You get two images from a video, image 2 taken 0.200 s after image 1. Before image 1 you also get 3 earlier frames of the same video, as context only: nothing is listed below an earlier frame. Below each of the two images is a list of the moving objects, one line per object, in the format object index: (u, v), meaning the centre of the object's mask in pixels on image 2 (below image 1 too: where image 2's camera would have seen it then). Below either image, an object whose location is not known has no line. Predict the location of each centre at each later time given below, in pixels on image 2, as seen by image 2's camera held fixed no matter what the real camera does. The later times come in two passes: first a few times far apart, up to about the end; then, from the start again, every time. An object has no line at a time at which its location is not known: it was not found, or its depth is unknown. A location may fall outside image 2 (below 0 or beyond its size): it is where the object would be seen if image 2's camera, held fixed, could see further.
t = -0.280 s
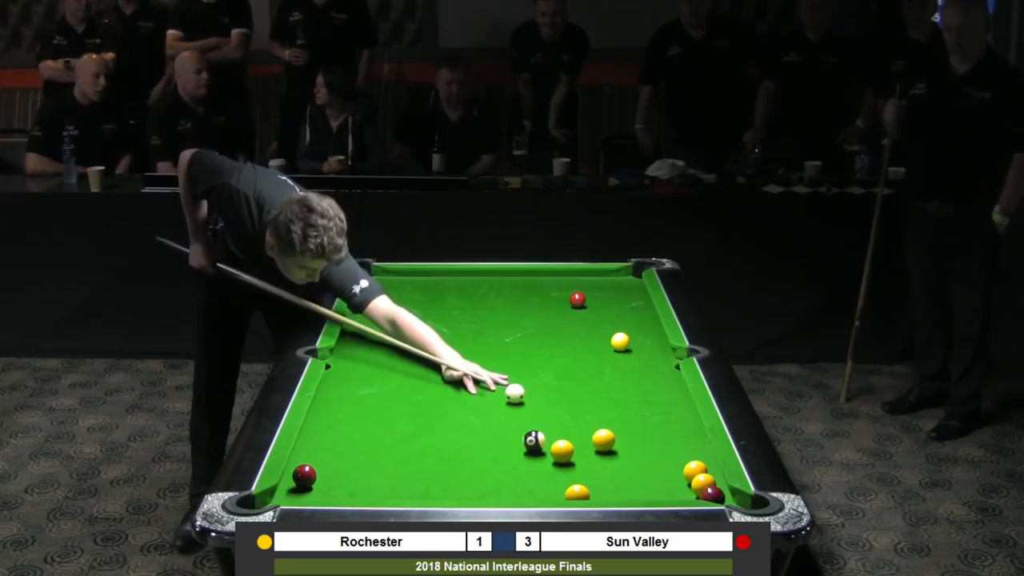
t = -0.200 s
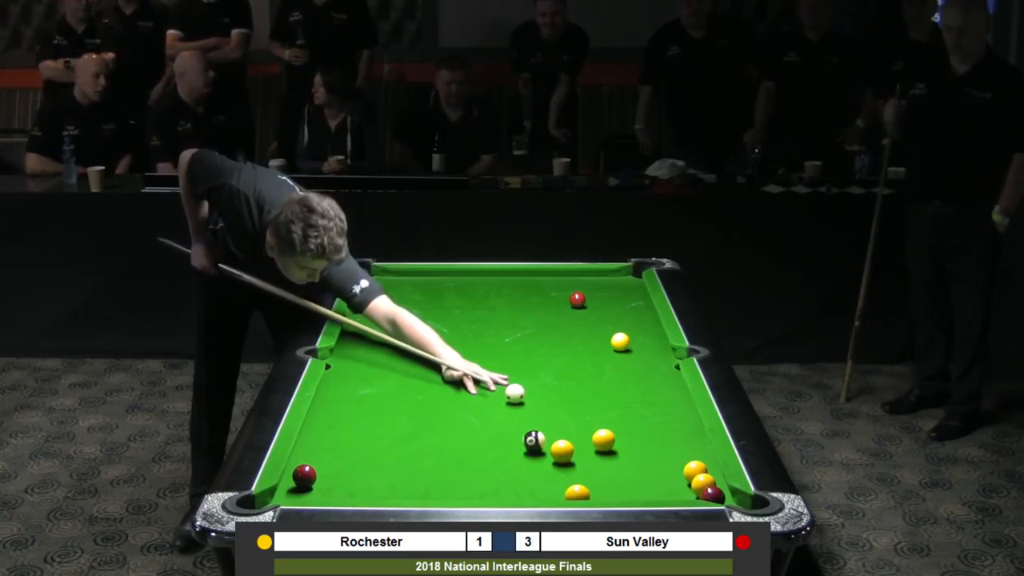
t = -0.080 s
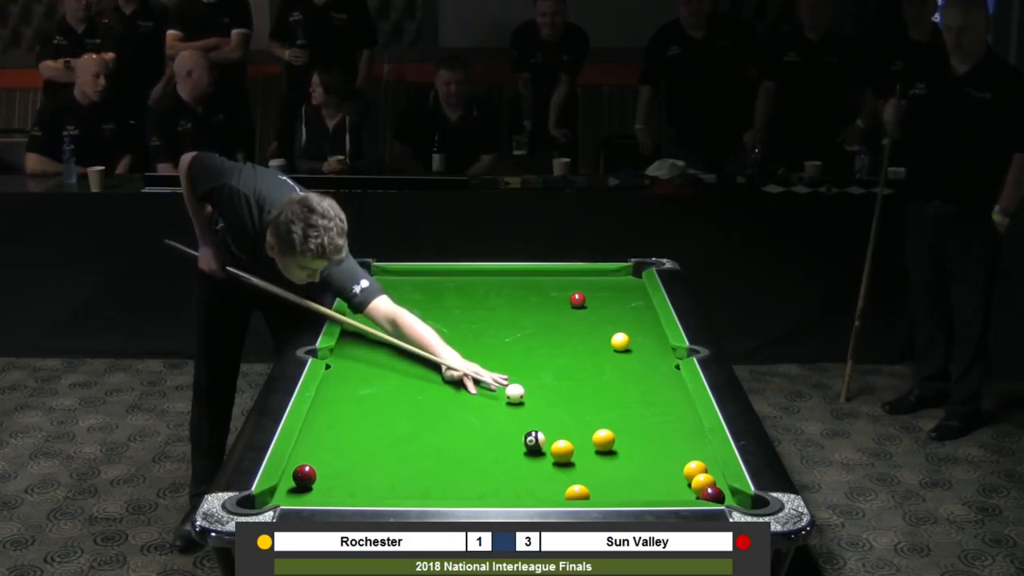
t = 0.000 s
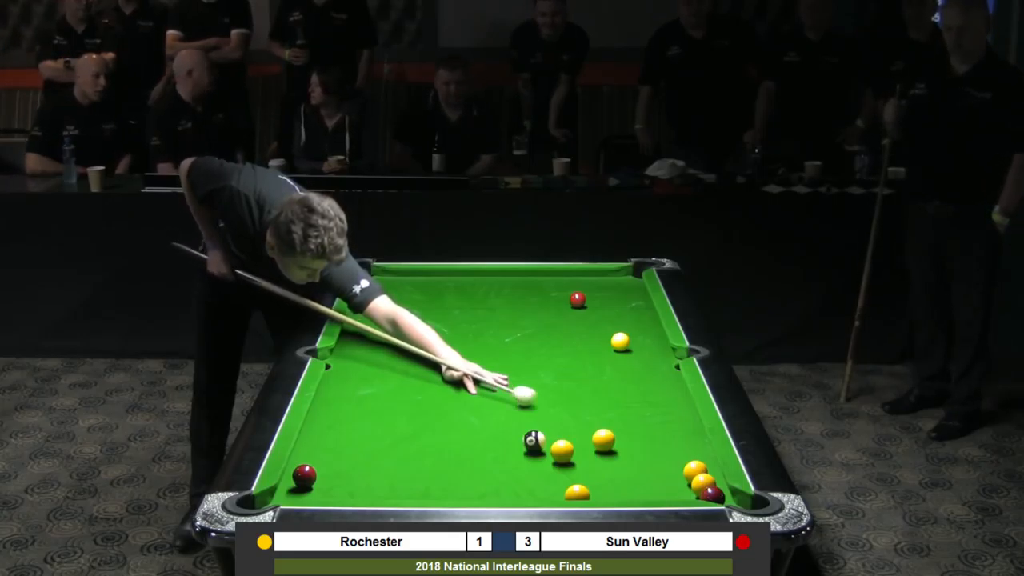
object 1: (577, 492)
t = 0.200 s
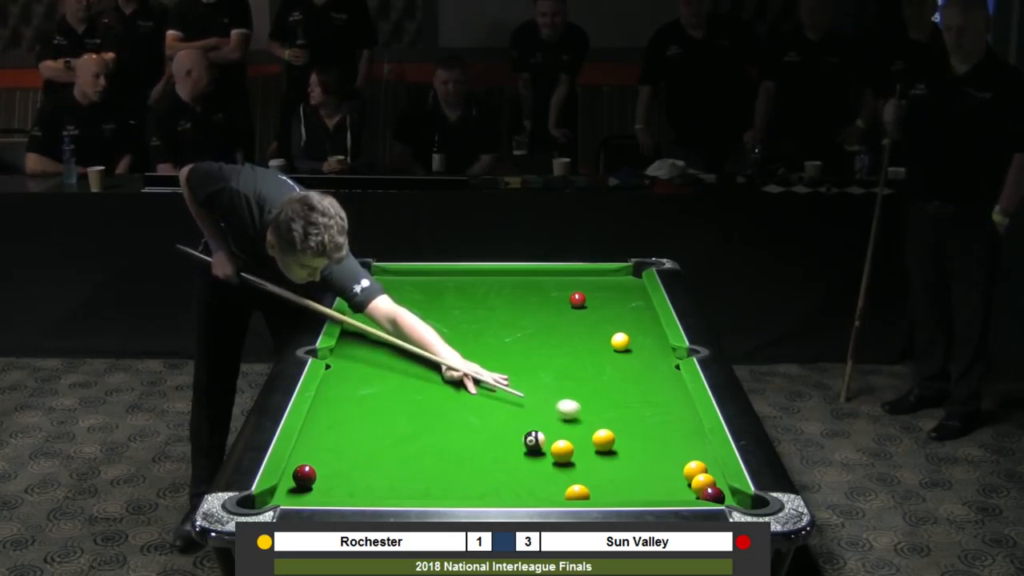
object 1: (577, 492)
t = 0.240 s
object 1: (577, 492)
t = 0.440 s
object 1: (577, 492)
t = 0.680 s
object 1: (577, 492)
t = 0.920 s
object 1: (577, 492)
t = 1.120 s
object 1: (577, 492)
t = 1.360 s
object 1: (577, 492)
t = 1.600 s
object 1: (577, 492)
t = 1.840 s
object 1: (570, 494)
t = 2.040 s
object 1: (562, 493)
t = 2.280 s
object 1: (554, 491)
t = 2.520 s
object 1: (549, 491)
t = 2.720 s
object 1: (545, 490)
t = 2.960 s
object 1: (544, 490)
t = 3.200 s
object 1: (545, 490)
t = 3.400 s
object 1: (546, 490)
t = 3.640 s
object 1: (546, 490)
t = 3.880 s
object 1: (545, 490)
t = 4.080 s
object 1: (545, 490)
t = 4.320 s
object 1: (545, 490)
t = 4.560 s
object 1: (545, 490)
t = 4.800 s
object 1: (545, 490)
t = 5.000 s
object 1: (546, 490)
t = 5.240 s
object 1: (546, 490)
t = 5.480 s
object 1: (545, 490)
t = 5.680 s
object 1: (546, 490)
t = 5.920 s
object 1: (545, 490)
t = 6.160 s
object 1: (546, 490)
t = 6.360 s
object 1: (546, 490)
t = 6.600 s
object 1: (546, 490)
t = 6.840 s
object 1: (545, 490)
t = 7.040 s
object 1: (545, 490)
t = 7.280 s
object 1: (546, 490)
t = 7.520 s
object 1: (545, 490)
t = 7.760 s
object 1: (545, 490)
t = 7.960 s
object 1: (545, 490)
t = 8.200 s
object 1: (546, 490)
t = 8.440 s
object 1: (545, 490)
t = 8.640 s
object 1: (546, 490)
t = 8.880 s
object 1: (545, 490)
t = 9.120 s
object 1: (545, 490)
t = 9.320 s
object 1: (546, 490)
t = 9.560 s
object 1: (546, 490)
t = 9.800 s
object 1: (546, 490)
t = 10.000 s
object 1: (546, 490)
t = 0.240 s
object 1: (577, 492)
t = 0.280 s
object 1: (577, 492)
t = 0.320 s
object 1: (577, 492)
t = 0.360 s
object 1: (577, 492)
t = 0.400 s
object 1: (577, 492)
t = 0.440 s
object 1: (577, 492)
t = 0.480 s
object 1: (577, 492)
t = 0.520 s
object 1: (577, 492)
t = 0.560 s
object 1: (577, 492)
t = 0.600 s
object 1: (577, 492)
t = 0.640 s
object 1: (577, 492)
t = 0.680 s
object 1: (577, 492)
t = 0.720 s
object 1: (577, 492)
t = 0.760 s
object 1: (577, 492)
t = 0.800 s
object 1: (577, 492)
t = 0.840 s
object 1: (577, 492)
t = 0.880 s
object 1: (577, 492)
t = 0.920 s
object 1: (577, 492)
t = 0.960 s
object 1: (577, 492)
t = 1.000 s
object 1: (577, 492)
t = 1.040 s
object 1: (577, 492)
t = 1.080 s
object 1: (577, 492)
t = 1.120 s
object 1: (577, 492)
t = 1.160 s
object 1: (577, 492)
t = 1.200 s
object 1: (577, 492)
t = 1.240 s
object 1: (577, 492)
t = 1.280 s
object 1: (577, 492)
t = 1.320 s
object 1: (577, 492)
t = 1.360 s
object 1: (577, 492)
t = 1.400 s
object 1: (577, 492)
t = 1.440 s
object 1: (577, 492)
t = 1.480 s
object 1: (577, 492)
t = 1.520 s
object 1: (577, 492)
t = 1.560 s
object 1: (577, 492)
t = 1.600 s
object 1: (577, 492)
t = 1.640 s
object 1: (577, 492)
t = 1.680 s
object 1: (577, 492)
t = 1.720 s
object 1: (576, 493)
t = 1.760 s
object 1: (574, 493)
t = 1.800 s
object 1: (572, 494)
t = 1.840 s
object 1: (570, 494)
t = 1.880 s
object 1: (569, 494)
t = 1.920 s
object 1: (567, 493)
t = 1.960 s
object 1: (565, 493)
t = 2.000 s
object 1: (564, 493)
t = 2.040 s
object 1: (562, 493)
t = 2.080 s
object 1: (561, 492)
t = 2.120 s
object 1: (560, 492)
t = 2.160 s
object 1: (558, 492)
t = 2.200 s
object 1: (557, 492)
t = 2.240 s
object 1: (556, 492)
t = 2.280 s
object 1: (554, 491)
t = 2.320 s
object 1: (553, 491)
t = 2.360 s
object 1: (552, 491)
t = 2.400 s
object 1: (551, 491)
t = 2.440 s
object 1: (550, 491)
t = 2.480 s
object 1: (549, 491)
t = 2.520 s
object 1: (549, 491)
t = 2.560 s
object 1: (548, 490)
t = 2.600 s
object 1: (547, 490)
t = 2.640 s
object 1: (546, 490)
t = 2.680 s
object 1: (546, 490)
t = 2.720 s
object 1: (545, 490)
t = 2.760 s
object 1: (545, 490)
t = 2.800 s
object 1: (544, 490)
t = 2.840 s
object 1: (544, 490)
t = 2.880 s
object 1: (544, 490)
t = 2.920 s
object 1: (544, 490)
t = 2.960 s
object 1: (544, 490)
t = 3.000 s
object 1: (544, 490)
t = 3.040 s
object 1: (544, 490)
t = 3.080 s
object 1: (545, 490)
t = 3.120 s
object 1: (545, 490)
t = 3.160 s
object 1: (545, 490)
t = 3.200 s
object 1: (545, 490)
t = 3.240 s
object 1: (545, 490)
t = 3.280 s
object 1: (545, 490)
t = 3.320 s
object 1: (545, 490)
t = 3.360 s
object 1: (545, 490)
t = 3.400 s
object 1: (546, 490)
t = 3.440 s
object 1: (545, 490)
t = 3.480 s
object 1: (545, 490)
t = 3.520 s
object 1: (545, 490)
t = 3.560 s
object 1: (545, 490)
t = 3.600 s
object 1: (545, 490)
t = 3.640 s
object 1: (546, 490)
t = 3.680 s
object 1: (545, 490)
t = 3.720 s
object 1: (546, 490)
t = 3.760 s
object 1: (545, 490)
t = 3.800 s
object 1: (546, 490)
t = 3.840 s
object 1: (545, 490)
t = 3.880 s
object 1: (545, 490)
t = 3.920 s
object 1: (545, 490)
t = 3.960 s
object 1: (545, 490)
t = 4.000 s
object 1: (545, 490)
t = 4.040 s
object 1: (545, 490)
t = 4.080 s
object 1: (545, 490)
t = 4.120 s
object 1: (545, 490)
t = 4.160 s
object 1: (545, 490)
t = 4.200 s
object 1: (546, 490)
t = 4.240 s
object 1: (545, 490)
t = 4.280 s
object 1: (545, 490)
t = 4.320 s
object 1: (545, 490)
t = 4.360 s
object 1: (545, 490)
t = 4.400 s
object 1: (545, 490)
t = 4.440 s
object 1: (545, 490)
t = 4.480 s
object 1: (545, 490)
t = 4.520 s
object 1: (545, 490)
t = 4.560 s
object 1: (545, 490)
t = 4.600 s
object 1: (545, 490)
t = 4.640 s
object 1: (546, 490)
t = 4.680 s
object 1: (545, 490)
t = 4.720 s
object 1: (545, 490)
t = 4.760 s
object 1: (545, 490)
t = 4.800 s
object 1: (545, 490)
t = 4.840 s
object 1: (545, 490)
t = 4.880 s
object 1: (545, 490)
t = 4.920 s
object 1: (546, 490)
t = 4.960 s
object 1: (546, 490)
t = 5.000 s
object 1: (546, 490)
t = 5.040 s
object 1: (546, 490)
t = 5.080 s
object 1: (545, 490)
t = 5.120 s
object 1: (546, 490)
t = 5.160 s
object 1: (545, 490)
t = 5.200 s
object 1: (546, 490)
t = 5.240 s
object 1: (546, 490)
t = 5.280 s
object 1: (546, 490)
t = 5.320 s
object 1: (545, 490)
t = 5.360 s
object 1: (546, 490)
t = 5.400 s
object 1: (545, 490)
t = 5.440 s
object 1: (546, 490)
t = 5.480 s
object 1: (545, 490)
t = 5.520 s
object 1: (546, 490)
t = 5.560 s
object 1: (546, 490)
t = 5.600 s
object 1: (546, 490)
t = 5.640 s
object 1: (546, 490)
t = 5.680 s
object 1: (546, 490)
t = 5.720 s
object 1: (545, 490)
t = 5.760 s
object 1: (545, 490)
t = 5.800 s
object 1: (546, 490)
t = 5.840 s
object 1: (545, 490)
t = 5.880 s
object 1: (546, 490)
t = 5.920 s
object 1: (545, 490)
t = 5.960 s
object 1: (546, 490)
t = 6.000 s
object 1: (545, 490)
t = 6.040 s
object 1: (546, 490)
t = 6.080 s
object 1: (546, 490)
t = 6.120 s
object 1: (546, 490)
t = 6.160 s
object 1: (546, 490)
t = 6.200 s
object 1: (545, 490)
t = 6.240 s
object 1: (546, 490)
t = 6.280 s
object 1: (545, 490)
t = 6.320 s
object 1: (546, 490)
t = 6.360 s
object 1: (546, 490)
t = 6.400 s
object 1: (546, 490)
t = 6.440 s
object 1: (546, 490)
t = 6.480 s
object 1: (545, 490)
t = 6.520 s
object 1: (546, 490)
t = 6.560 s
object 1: (546, 490)
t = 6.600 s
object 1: (546, 490)
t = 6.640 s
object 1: (546, 490)
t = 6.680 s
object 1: (545, 490)
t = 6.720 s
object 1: (546, 490)
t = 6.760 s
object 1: (546, 490)
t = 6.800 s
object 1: (546, 490)
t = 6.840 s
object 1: (545, 490)
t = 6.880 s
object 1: (546, 490)
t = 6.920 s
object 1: (546, 490)
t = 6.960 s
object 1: (545, 490)
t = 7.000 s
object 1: (545, 490)
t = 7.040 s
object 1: (545, 490)
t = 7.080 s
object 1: (546, 490)
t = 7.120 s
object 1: (546, 490)
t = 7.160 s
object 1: (545, 490)
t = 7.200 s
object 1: (545, 490)
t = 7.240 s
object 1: (545, 490)
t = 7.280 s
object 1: (546, 490)
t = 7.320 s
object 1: (545, 490)
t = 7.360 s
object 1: (545, 490)
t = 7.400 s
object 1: (545, 490)
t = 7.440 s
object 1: (546, 490)
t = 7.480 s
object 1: (545, 490)
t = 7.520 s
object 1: (545, 490)
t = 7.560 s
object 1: (545, 490)
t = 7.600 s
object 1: (545, 490)
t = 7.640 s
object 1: (545, 490)
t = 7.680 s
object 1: (546, 490)
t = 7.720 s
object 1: (545, 490)
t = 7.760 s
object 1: (545, 490)
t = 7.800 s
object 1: (545, 490)
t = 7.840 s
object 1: (545, 490)
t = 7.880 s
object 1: (545, 490)
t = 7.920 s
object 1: (545, 490)
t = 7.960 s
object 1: (545, 490)
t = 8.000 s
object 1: (545, 490)
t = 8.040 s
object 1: (545, 490)
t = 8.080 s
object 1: (545, 490)
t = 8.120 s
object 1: (545, 490)
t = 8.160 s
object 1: (545, 490)
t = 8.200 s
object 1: (546, 490)
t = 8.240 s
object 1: (545, 490)
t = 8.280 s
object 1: (545, 490)
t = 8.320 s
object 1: (545, 490)
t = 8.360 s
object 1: (546, 490)
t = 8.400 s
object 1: (545, 490)
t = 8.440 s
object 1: (545, 490)
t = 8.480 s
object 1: (545, 490)
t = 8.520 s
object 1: (546, 490)
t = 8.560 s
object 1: (545, 490)
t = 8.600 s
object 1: (545, 490)
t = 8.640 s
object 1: (546, 490)
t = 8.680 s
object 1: (545, 490)
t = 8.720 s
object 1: (545, 490)
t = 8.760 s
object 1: (545, 490)
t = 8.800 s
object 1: (546, 490)
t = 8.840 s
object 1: (546, 490)
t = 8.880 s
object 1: (545, 490)
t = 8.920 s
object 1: (545, 490)
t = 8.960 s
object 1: (545, 490)
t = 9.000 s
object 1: (546, 490)
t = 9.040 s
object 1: (546, 490)
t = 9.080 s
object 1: (545, 490)
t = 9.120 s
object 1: (545, 490)
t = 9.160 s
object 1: (546, 490)
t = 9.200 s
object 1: (545, 490)
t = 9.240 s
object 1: (545, 490)
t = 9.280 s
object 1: (546, 490)
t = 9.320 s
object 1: (546, 490)
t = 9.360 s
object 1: (545, 490)
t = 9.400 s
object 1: (545, 490)
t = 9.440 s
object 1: (545, 490)
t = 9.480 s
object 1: (545, 490)
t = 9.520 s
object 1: (545, 490)
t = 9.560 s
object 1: (546, 490)
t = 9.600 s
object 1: (546, 490)
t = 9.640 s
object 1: (545, 490)
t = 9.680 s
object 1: (545, 490)
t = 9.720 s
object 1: (545, 490)
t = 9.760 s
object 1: (546, 490)
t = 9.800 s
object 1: (546, 490)
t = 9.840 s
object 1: (545, 490)
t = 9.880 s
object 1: (545, 490)
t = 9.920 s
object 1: (545, 490)
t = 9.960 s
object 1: (545, 490)
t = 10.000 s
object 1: (546, 490)
